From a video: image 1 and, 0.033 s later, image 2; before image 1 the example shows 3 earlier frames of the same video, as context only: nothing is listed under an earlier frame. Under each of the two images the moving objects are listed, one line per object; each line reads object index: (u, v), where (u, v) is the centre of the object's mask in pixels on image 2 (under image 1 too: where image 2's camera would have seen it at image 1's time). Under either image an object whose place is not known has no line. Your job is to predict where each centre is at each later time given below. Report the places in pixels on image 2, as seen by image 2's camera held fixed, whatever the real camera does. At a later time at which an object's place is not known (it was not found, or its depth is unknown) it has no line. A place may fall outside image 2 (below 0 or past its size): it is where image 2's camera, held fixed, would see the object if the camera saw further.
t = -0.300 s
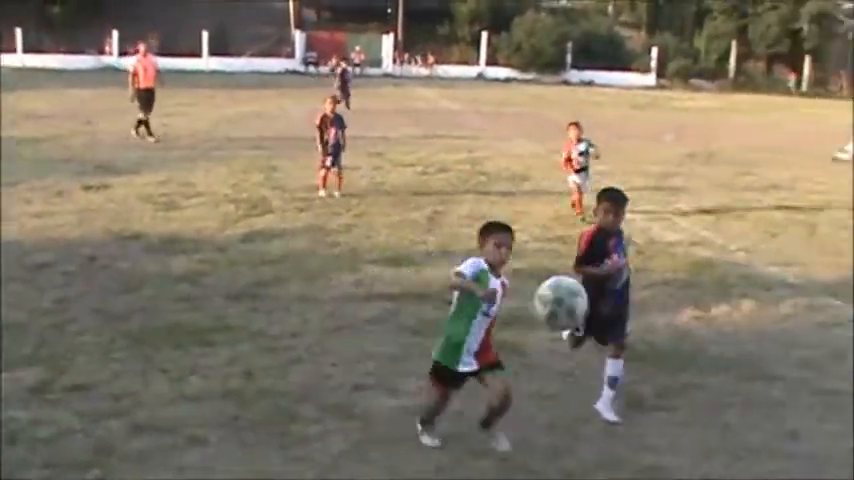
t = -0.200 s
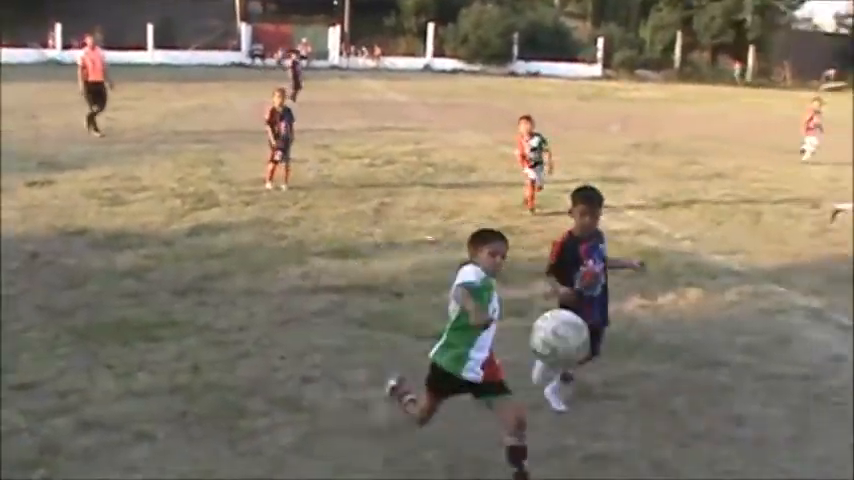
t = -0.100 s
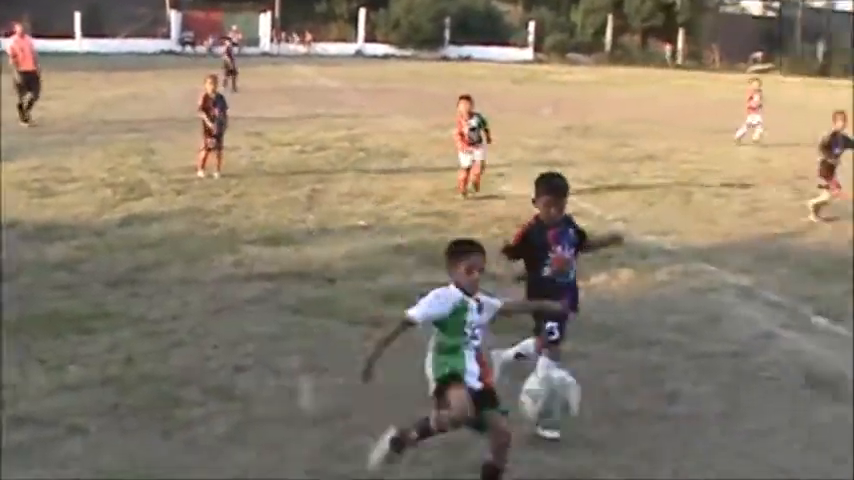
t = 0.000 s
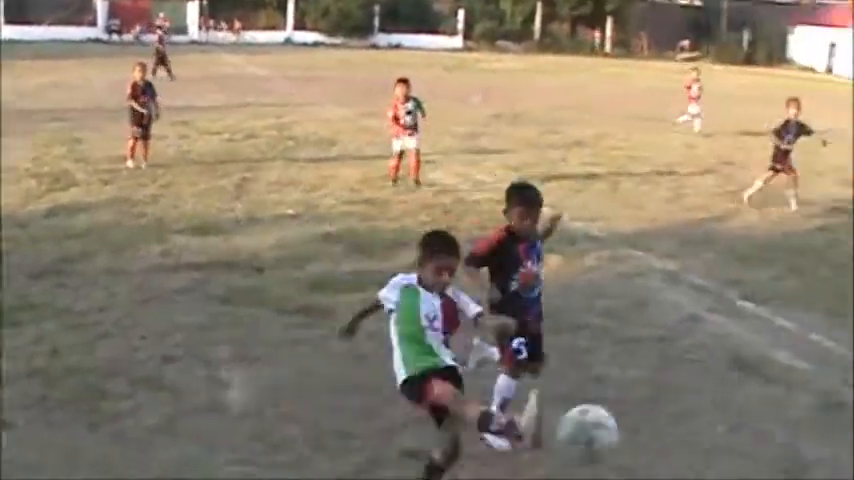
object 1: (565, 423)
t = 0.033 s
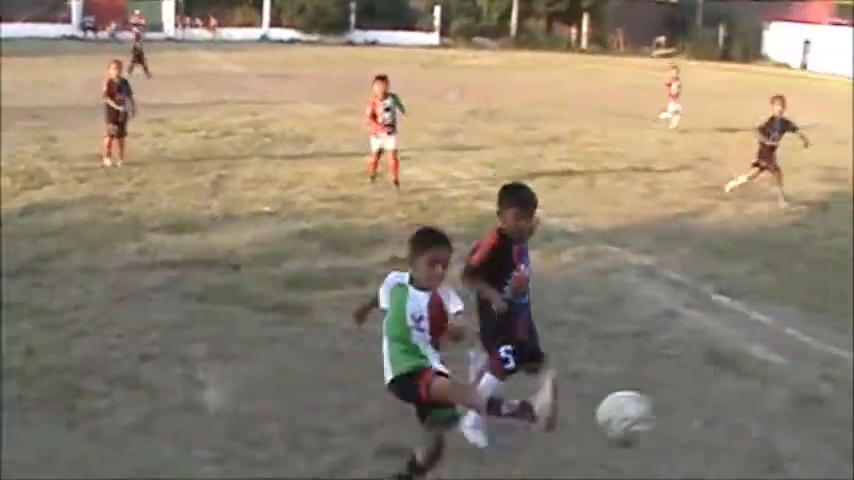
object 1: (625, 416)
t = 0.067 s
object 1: (679, 410)
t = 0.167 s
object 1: (812, 405)
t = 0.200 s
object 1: (847, 411)
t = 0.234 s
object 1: (880, 416)
